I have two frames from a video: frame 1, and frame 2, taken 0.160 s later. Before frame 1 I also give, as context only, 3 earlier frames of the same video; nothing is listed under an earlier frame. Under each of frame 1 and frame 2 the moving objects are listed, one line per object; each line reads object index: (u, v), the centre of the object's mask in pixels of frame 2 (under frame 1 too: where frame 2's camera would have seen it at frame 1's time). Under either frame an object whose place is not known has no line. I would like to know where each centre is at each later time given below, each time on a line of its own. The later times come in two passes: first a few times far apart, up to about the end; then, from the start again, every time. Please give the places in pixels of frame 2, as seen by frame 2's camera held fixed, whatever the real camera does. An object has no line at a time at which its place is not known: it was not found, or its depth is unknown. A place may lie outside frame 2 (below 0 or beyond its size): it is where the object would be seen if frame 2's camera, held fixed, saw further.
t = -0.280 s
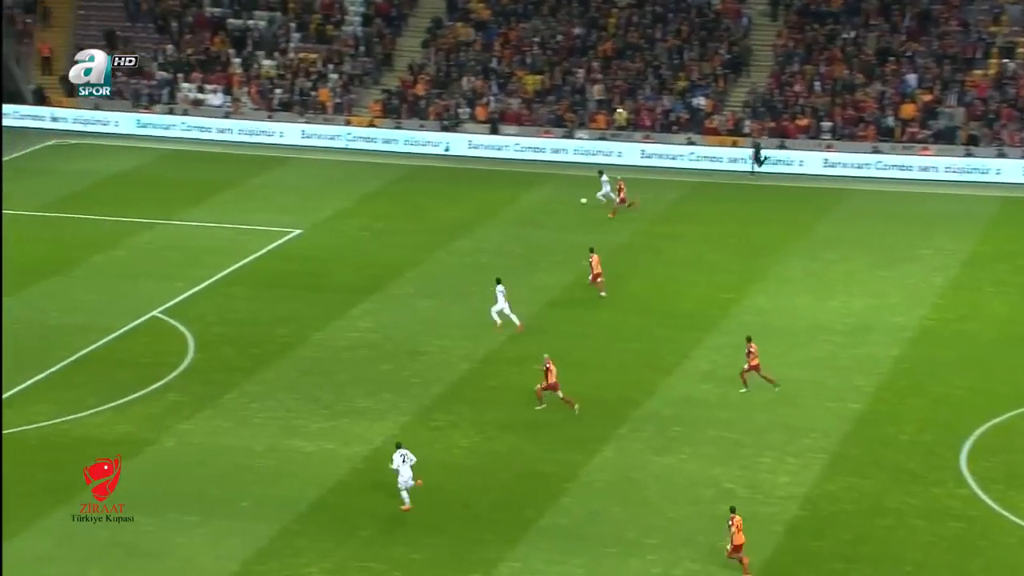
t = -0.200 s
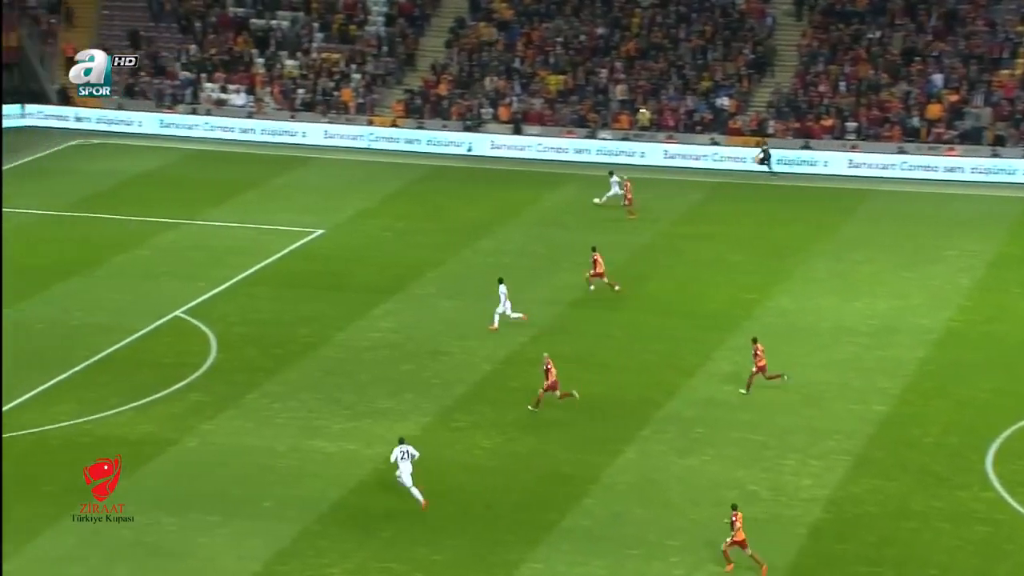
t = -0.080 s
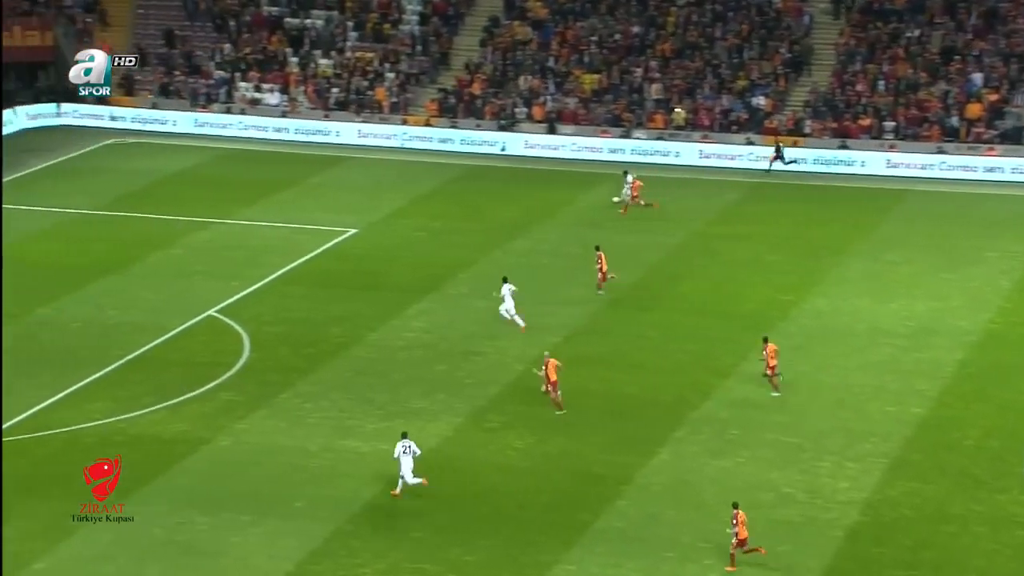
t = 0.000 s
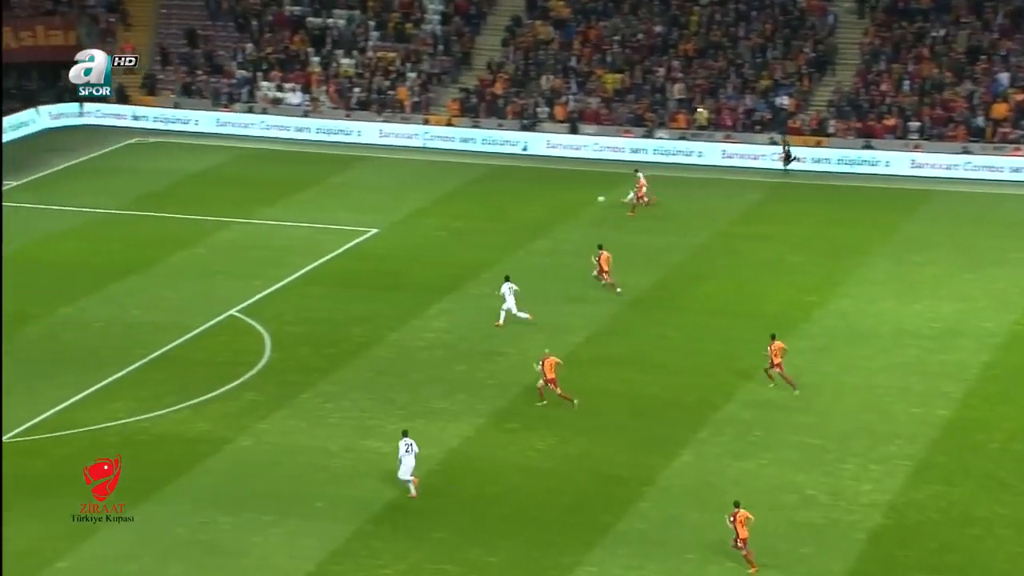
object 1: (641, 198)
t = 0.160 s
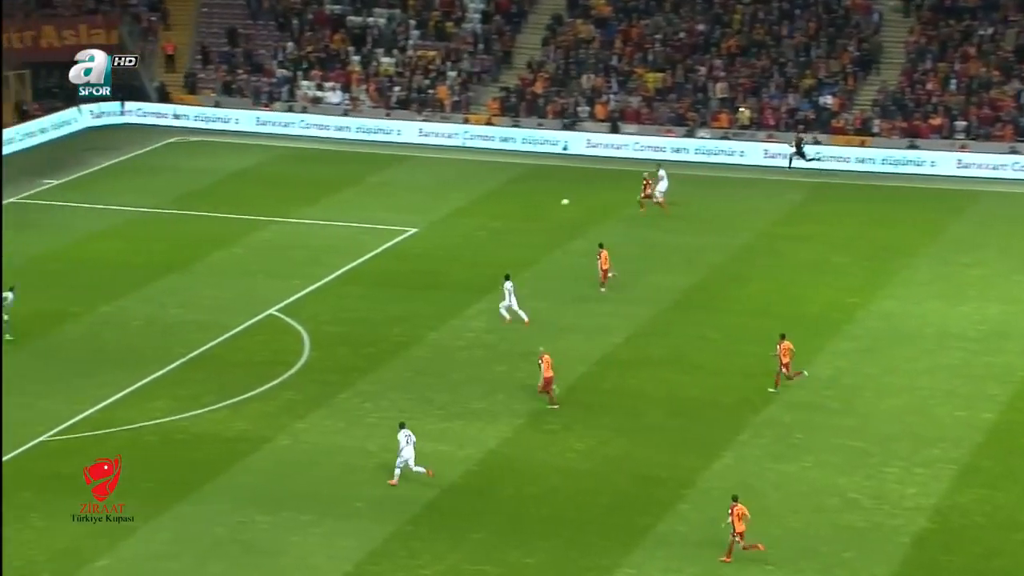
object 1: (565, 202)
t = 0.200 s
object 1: (546, 203)
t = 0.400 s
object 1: (461, 216)
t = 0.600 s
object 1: (380, 237)
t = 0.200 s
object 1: (546, 203)
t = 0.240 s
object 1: (529, 205)
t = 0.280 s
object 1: (511, 207)
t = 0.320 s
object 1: (494, 209)
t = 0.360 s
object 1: (477, 212)
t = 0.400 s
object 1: (461, 216)
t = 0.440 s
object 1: (444, 219)
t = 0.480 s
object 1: (428, 223)
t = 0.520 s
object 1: (412, 227)
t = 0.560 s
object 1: (396, 232)
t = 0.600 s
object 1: (380, 237)
